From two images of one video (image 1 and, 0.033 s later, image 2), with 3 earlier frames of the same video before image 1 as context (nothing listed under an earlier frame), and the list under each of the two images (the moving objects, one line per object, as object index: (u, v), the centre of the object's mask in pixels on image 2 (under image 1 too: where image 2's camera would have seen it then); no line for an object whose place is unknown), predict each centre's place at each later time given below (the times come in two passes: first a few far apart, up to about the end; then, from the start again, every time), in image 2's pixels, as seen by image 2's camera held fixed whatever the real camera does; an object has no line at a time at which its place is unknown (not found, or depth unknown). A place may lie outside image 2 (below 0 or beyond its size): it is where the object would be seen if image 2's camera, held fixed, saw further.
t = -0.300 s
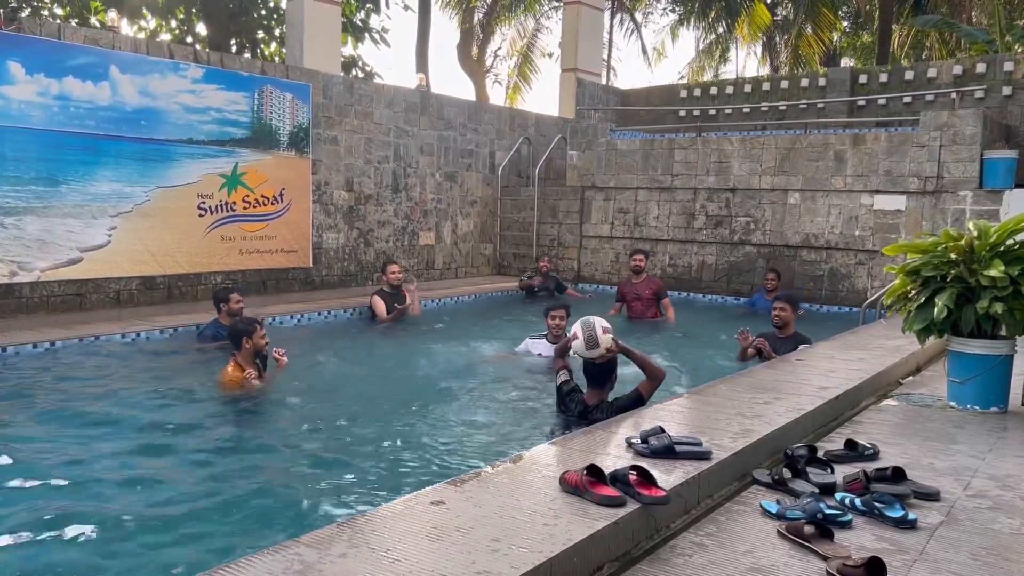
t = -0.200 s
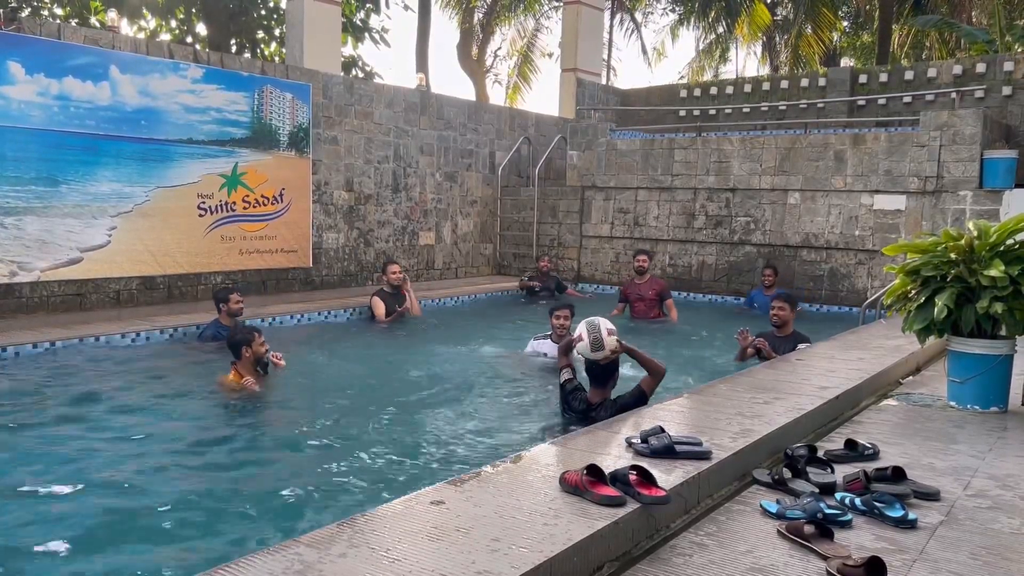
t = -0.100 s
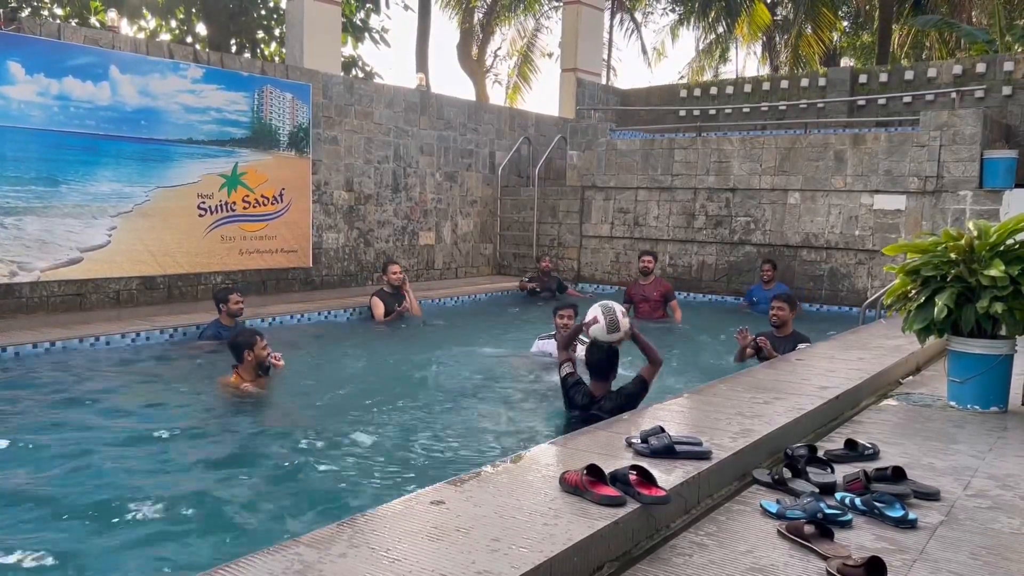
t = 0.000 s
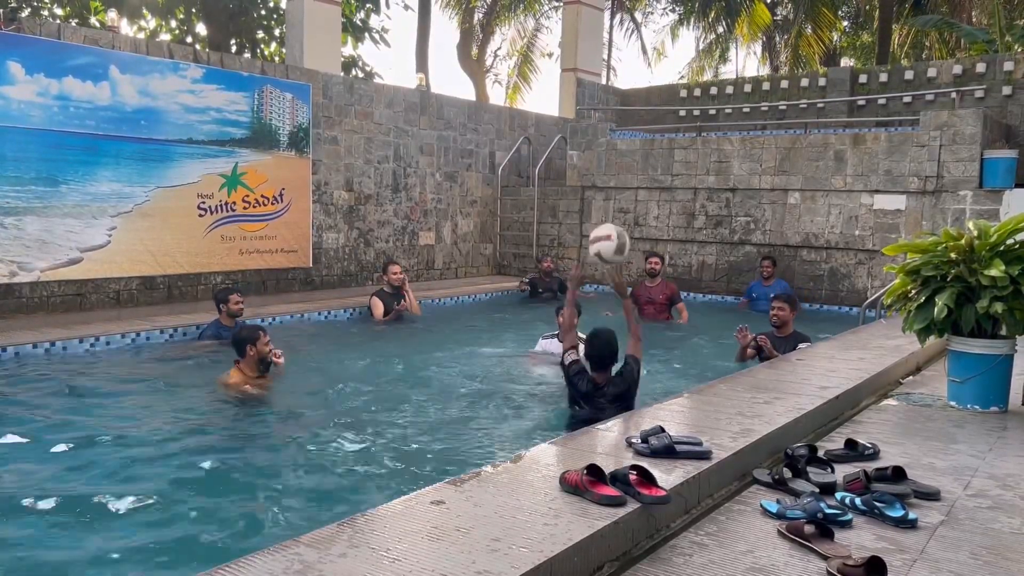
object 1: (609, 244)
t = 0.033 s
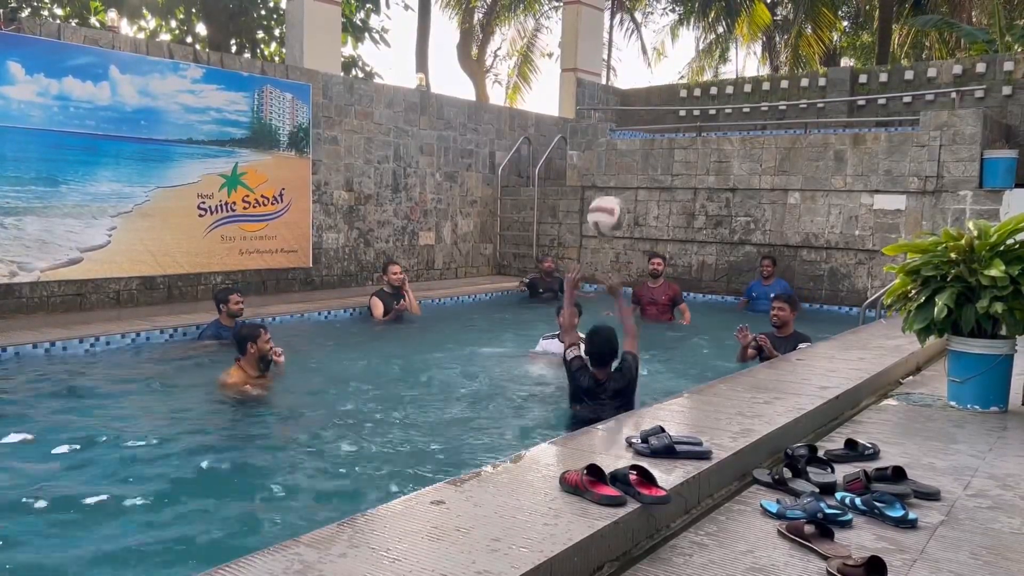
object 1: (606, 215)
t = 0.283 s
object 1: (597, 102)
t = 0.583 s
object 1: (584, 111)
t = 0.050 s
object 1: (604, 202)
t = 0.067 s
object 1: (604, 189)
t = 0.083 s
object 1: (604, 180)
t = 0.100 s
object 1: (603, 169)
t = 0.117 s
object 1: (603, 159)
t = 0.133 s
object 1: (603, 150)
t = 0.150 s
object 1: (601, 143)
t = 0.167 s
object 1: (601, 136)
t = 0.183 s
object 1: (601, 129)
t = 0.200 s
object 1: (600, 122)
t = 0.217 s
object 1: (599, 117)
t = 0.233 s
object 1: (598, 113)
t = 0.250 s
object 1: (598, 108)
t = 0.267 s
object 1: (597, 105)
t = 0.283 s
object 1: (597, 102)
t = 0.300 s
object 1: (596, 99)
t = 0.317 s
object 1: (595, 97)
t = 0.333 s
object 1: (594, 95)
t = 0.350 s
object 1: (593, 94)
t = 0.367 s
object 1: (593, 94)
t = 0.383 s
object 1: (592, 94)
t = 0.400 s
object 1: (592, 94)
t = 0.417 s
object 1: (591, 94)
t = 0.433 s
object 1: (590, 94)
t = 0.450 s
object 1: (590, 93)
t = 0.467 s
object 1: (589, 95)
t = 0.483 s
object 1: (588, 96)
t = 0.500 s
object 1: (588, 98)
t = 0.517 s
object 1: (586, 100)
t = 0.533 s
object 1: (585, 103)
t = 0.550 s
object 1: (585, 106)
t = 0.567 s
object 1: (584, 108)
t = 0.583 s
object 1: (584, 111)
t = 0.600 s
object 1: (583, 114)
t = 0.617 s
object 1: (583, 118)
